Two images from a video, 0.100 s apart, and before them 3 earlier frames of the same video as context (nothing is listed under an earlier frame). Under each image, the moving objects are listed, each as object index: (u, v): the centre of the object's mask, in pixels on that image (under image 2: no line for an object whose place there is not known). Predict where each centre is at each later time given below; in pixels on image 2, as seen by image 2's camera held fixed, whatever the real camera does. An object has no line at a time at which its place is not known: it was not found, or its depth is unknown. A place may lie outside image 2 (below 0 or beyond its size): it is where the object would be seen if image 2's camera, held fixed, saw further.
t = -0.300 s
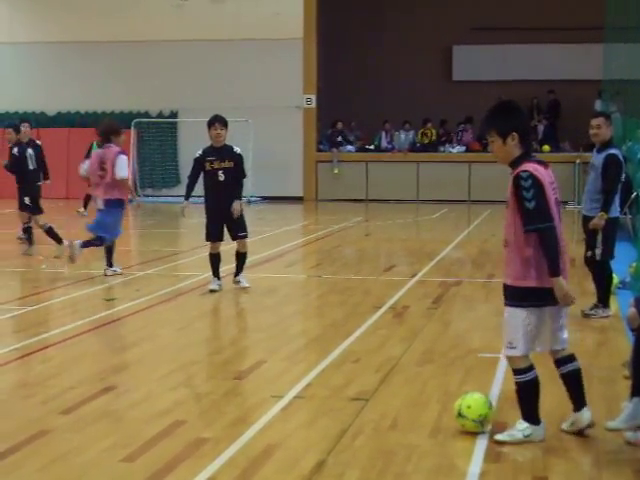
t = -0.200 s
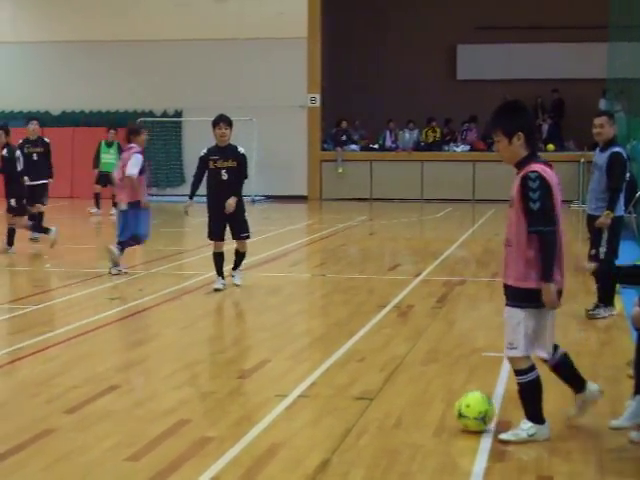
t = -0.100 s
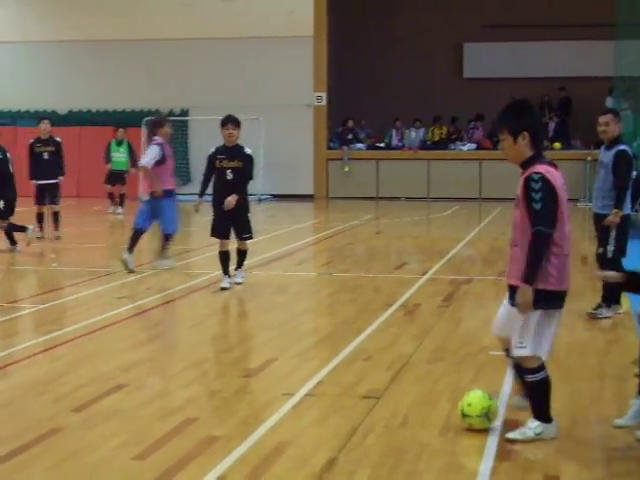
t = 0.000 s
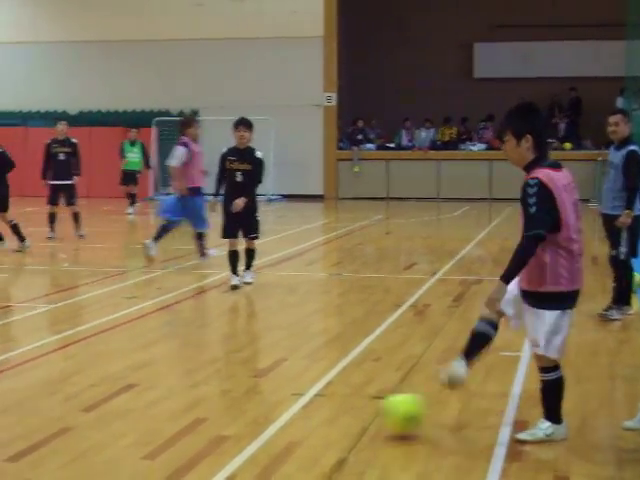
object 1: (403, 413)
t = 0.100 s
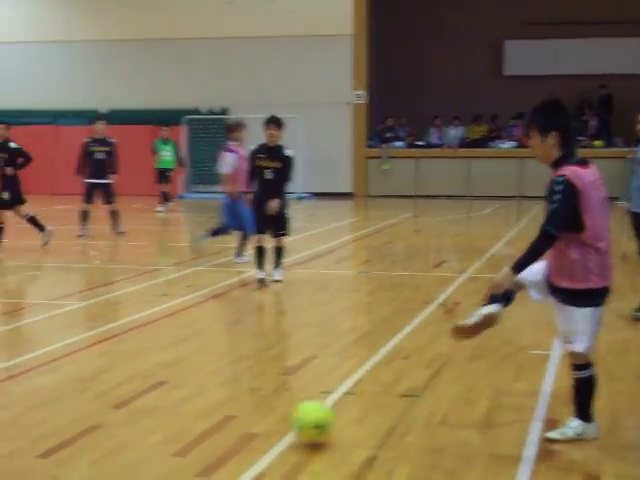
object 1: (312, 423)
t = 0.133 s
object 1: (272, 424)
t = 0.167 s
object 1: (233, 428)
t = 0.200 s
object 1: (194, 433)
